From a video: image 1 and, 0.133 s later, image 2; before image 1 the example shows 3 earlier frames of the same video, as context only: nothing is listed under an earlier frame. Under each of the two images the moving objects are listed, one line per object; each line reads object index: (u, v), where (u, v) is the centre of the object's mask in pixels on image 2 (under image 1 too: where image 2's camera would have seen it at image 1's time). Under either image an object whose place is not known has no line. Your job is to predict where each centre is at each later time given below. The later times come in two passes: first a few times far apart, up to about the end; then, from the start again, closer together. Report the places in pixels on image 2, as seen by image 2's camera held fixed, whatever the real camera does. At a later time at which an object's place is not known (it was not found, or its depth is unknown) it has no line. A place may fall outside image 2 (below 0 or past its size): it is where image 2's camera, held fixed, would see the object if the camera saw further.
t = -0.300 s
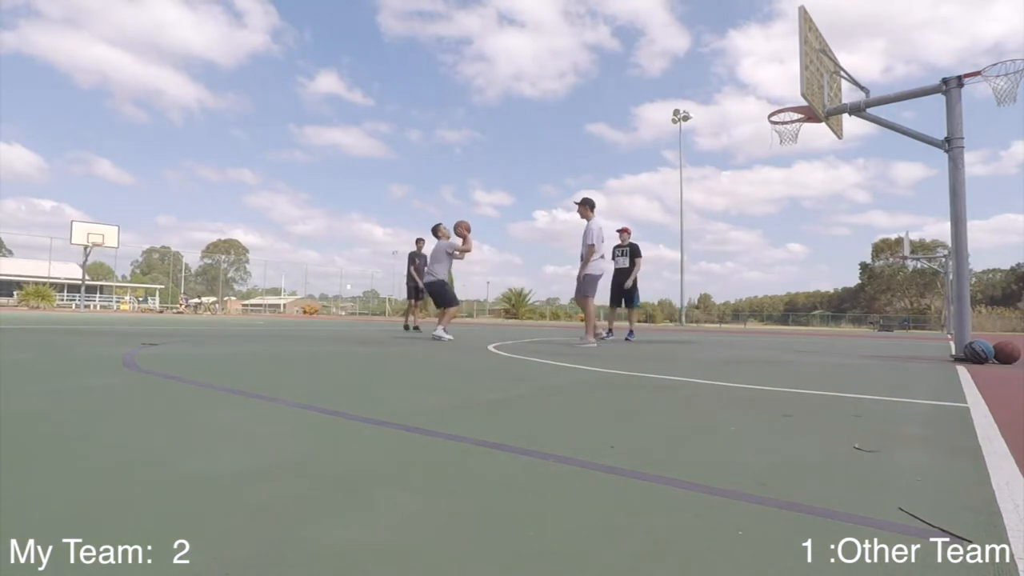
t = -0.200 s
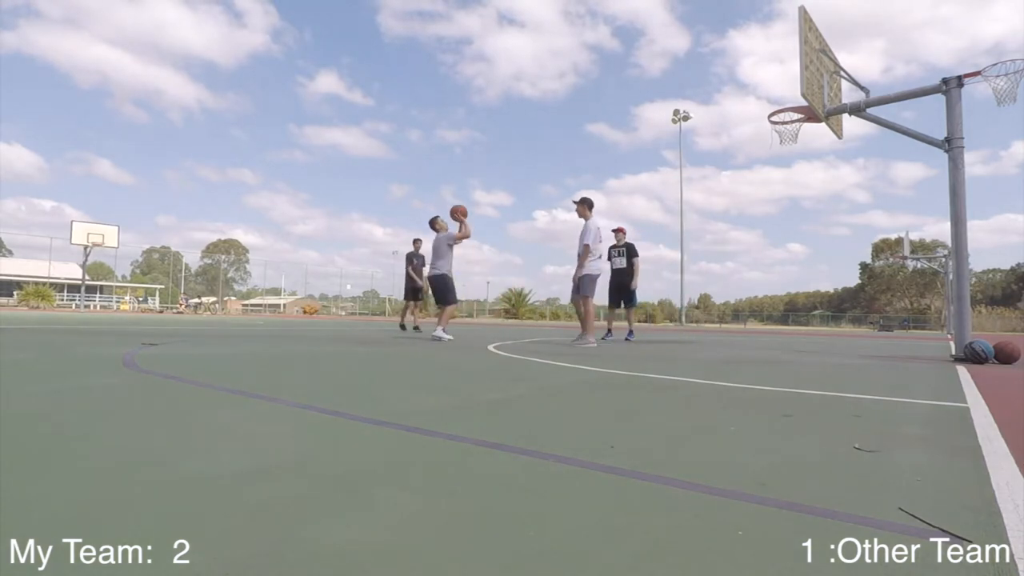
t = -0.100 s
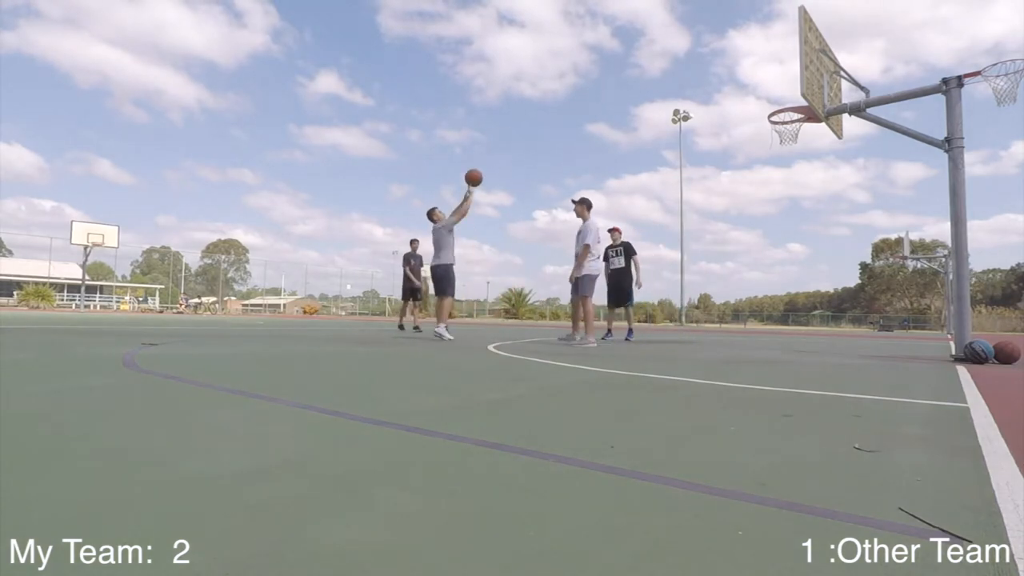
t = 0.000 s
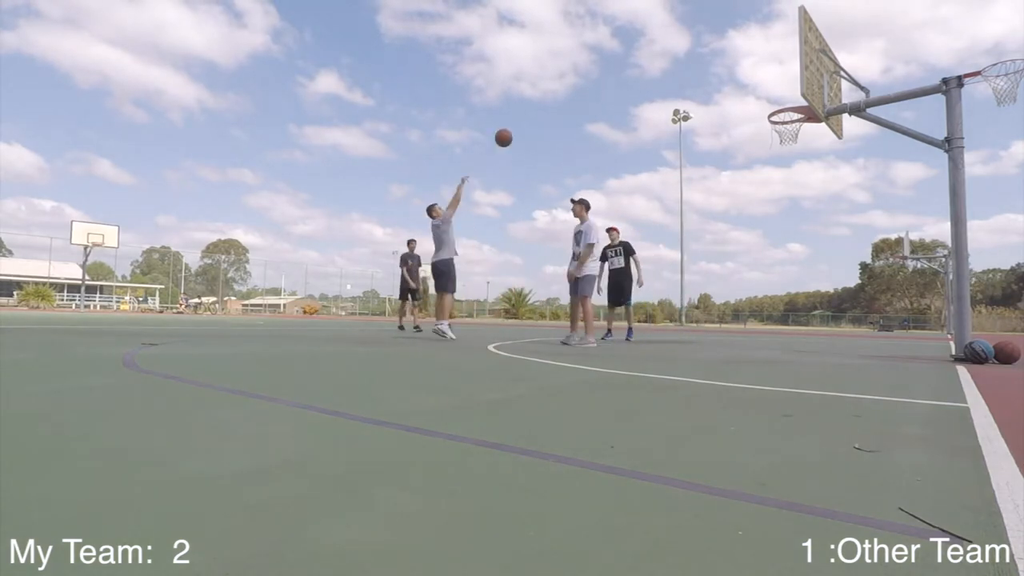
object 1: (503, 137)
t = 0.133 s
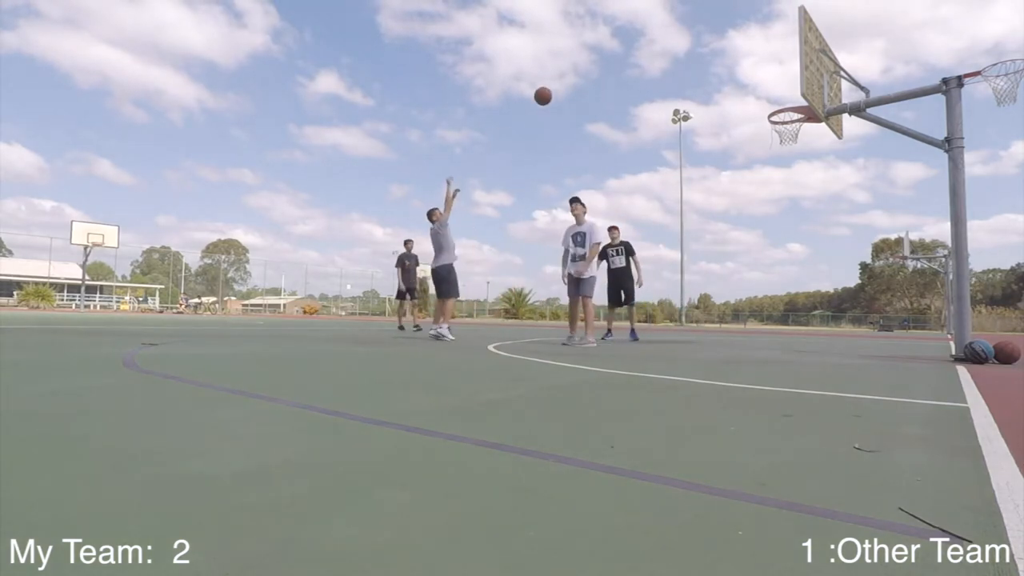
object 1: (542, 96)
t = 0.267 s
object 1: (582, 68)
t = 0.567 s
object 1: (669, 52)
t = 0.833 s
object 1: (748, 93)
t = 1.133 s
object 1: (691, 106)
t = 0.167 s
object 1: (552, 87)
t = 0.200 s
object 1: (562, 80)
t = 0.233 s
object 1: (572, 73)
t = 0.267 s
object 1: (582, 68)
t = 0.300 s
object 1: (591, 63)
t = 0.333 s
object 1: (601, 58)
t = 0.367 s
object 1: (611, 55)
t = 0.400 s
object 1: (621, 52)
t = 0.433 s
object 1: (630, 51)
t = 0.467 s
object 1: (640, 50)
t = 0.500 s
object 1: (650, 49)
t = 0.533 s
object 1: (660, 50)
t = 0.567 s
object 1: (669, 52)
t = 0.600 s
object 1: (679, 54)
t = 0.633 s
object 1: (689, 57)
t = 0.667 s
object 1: (699, 61)
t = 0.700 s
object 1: (708, 66)
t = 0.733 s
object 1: (718, 71)
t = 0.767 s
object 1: (728, 77)
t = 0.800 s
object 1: (738, 84)
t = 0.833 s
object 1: (748, 93)
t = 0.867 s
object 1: (758, 101)
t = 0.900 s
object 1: (763, 109)
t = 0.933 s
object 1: (753, 105)
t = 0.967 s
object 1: (743, 103)
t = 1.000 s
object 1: (733, 102)
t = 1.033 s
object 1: (722, 102)
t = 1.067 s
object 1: (712, 102)
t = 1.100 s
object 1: (701, 103)
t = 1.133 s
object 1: (691, 106)
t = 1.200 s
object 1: (669, 113)
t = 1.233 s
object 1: (658, 118)
